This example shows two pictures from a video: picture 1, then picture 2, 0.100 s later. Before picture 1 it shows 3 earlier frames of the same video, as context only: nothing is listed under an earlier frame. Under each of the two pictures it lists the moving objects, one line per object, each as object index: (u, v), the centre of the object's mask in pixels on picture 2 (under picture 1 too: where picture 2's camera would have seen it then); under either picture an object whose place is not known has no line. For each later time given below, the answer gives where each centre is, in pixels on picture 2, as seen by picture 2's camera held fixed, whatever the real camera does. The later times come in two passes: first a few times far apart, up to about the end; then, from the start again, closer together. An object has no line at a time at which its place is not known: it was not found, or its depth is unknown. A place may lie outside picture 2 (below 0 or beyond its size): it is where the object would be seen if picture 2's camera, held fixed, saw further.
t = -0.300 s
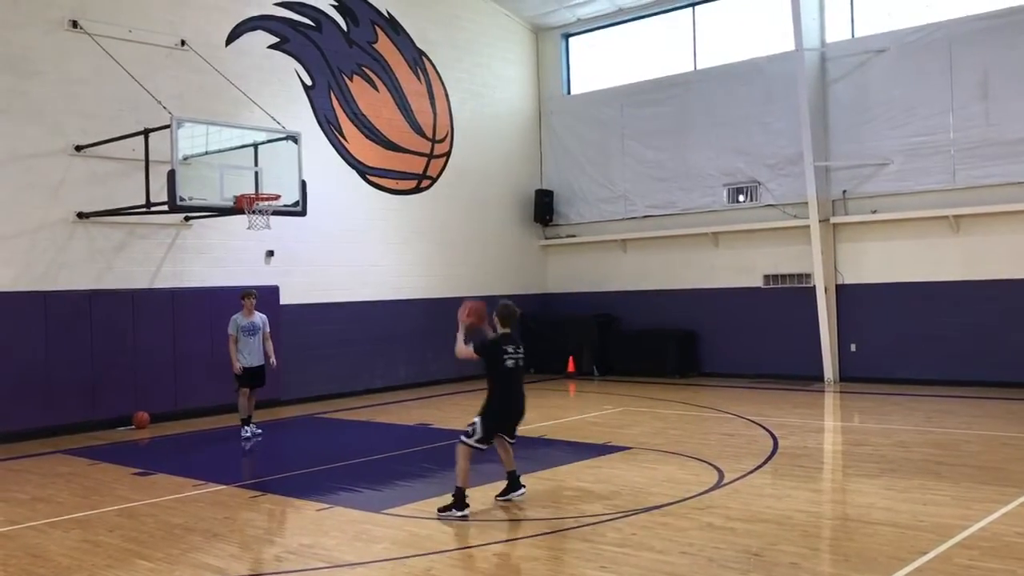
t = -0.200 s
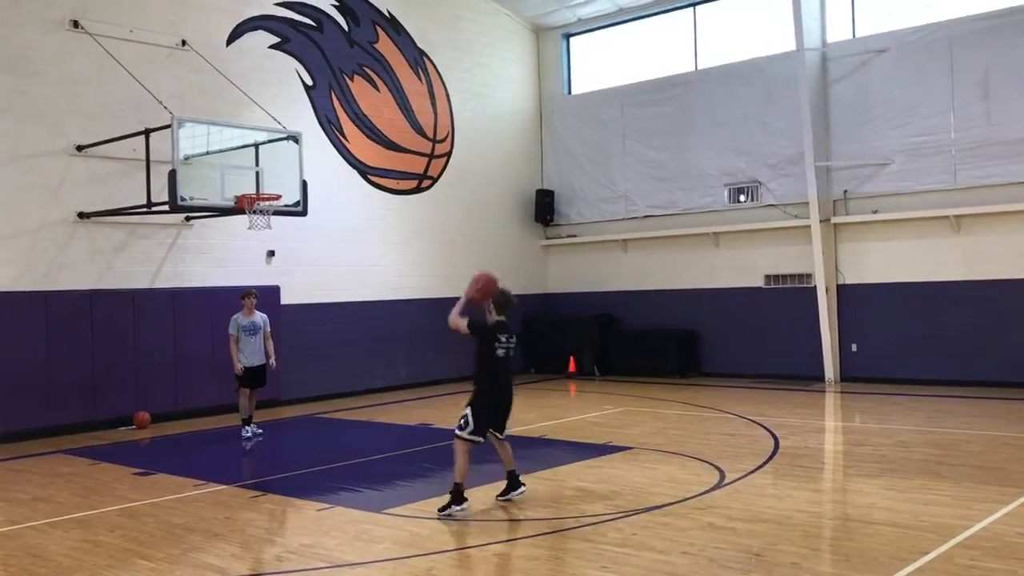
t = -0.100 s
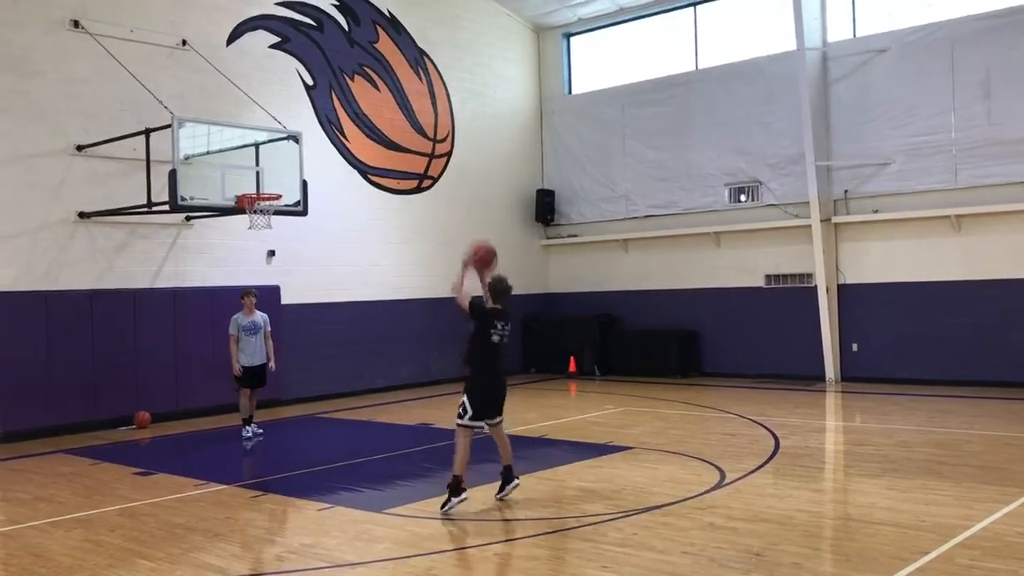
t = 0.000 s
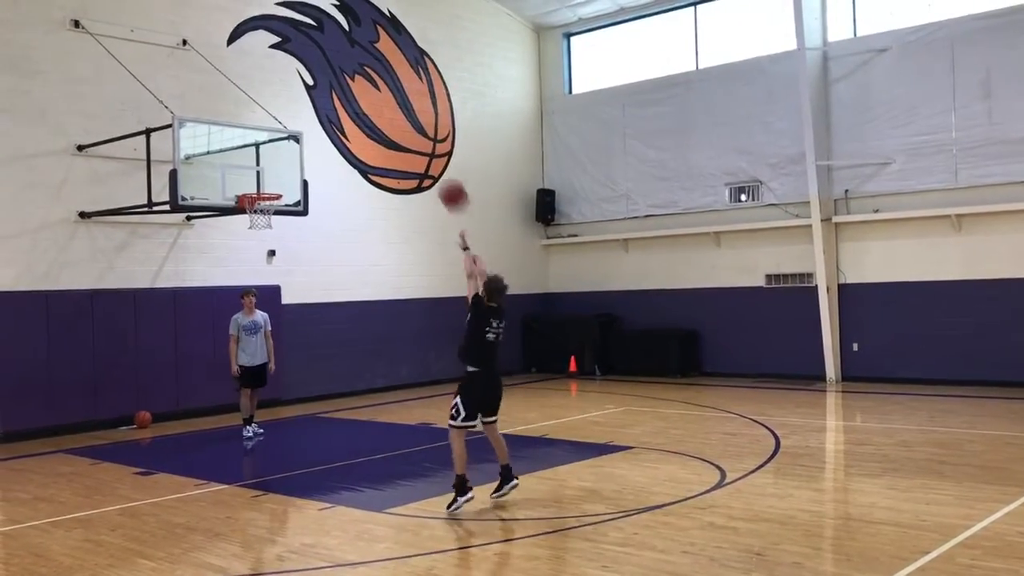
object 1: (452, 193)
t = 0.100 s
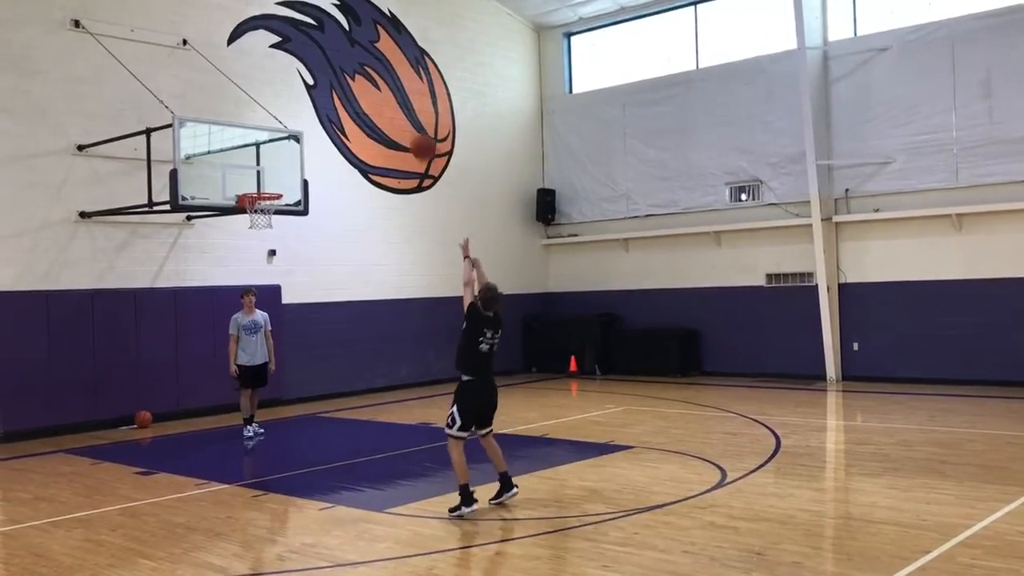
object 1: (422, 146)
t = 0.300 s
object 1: (371, 91)
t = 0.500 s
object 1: (331, 81)
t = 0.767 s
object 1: (289, 124)
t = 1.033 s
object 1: (260, 207)
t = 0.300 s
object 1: (371, 91)
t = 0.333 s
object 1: (364, 87)
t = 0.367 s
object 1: (357, 83)
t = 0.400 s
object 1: (349, 81)
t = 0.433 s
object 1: (344, 80)
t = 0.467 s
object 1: (337, 80)
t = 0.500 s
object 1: (331, 81)
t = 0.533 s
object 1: (327, 83)
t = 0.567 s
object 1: (320, 86)
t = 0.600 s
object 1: (315, 90)
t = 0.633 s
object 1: (309, 95)
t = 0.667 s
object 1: (304, 101)
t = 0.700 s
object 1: (298, 108)
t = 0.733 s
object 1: (294, 115)
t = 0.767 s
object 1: (289, 124)
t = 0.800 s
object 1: (284, 132)
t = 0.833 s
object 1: (279, 143)
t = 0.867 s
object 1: (274, 153)
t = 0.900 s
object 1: (270, 163)
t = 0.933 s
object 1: (266, 174)
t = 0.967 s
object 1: (262, 185)
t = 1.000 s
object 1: (261, 201)
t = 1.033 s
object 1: (260, 207)
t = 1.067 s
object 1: (257, 217)
